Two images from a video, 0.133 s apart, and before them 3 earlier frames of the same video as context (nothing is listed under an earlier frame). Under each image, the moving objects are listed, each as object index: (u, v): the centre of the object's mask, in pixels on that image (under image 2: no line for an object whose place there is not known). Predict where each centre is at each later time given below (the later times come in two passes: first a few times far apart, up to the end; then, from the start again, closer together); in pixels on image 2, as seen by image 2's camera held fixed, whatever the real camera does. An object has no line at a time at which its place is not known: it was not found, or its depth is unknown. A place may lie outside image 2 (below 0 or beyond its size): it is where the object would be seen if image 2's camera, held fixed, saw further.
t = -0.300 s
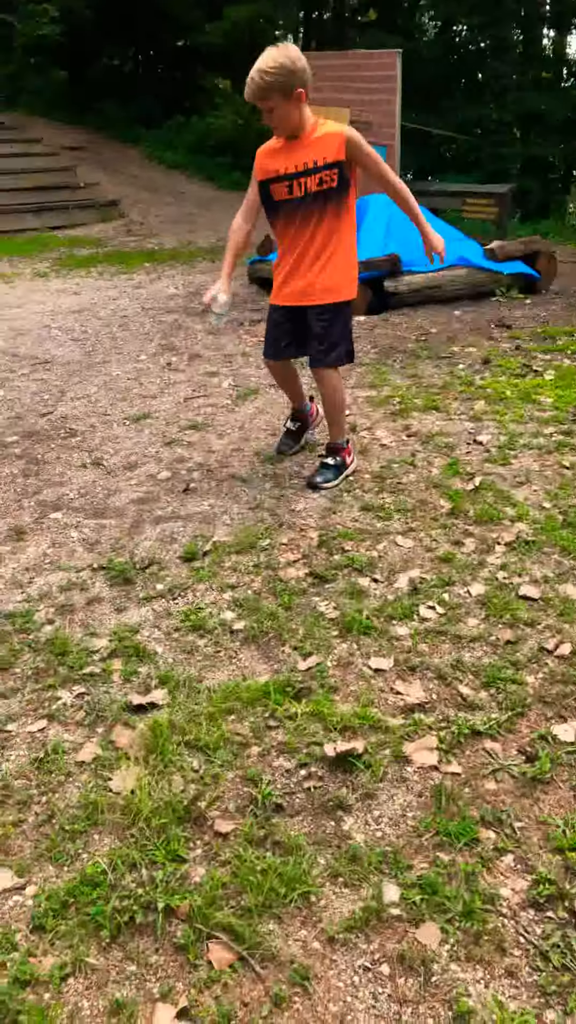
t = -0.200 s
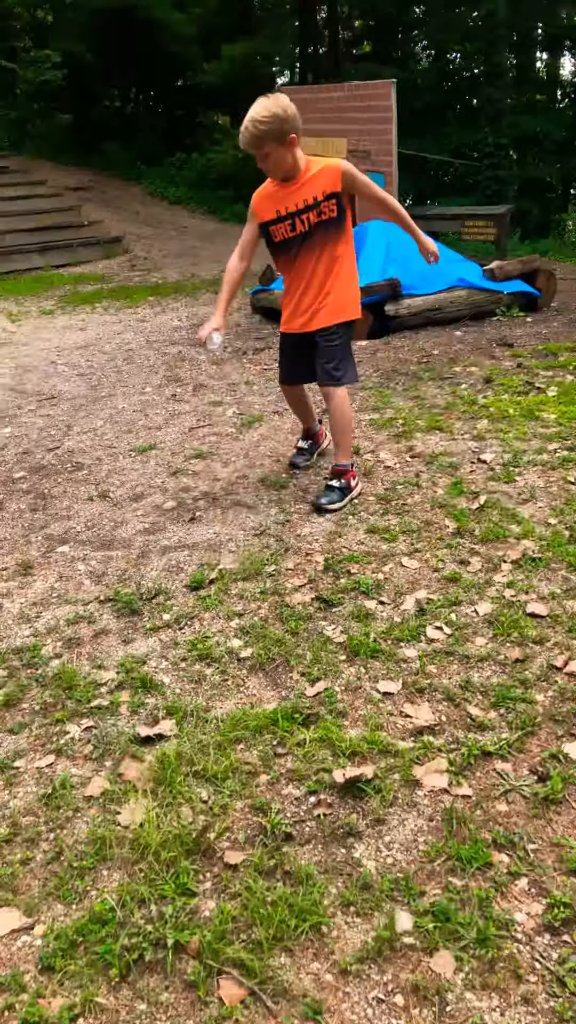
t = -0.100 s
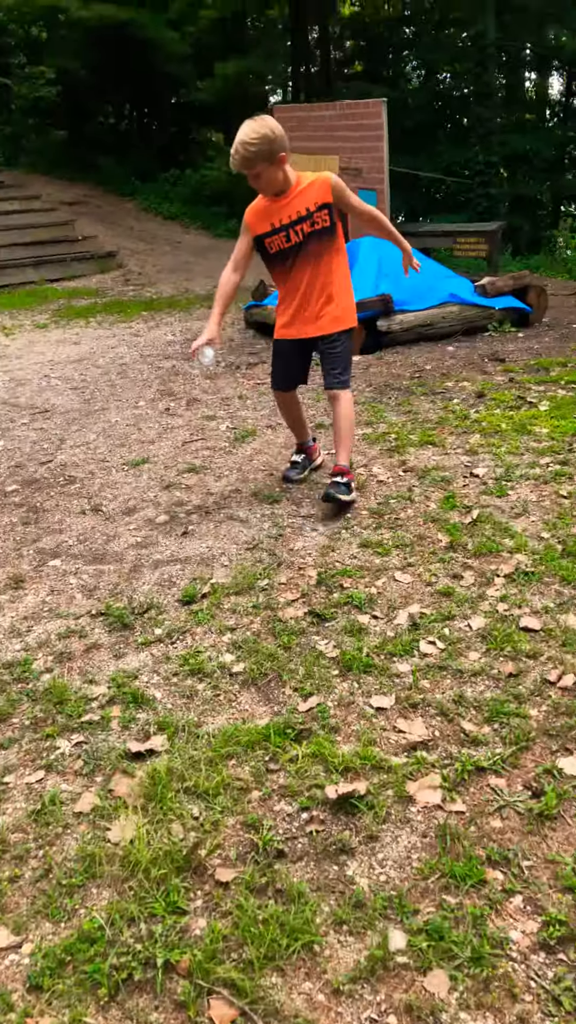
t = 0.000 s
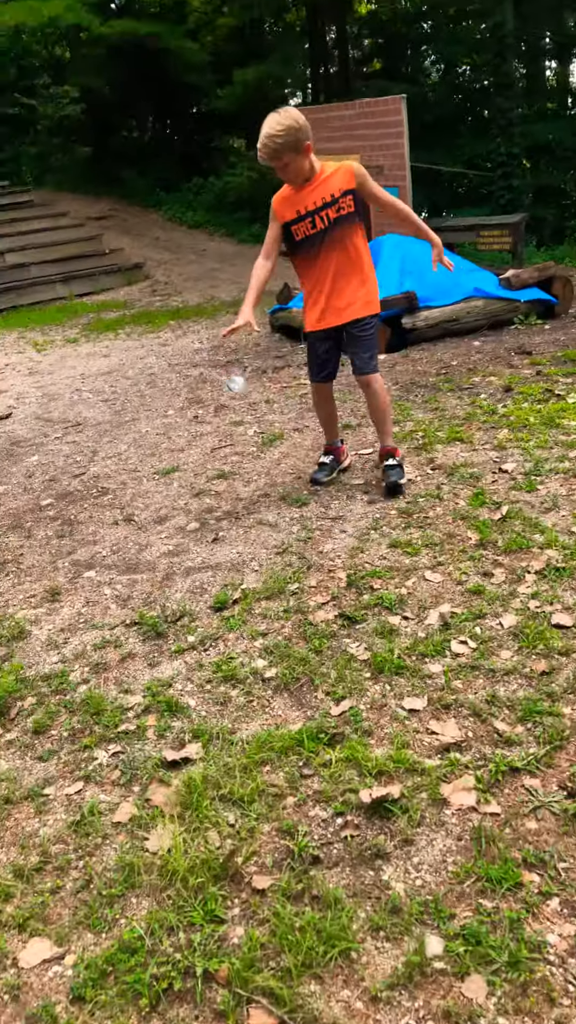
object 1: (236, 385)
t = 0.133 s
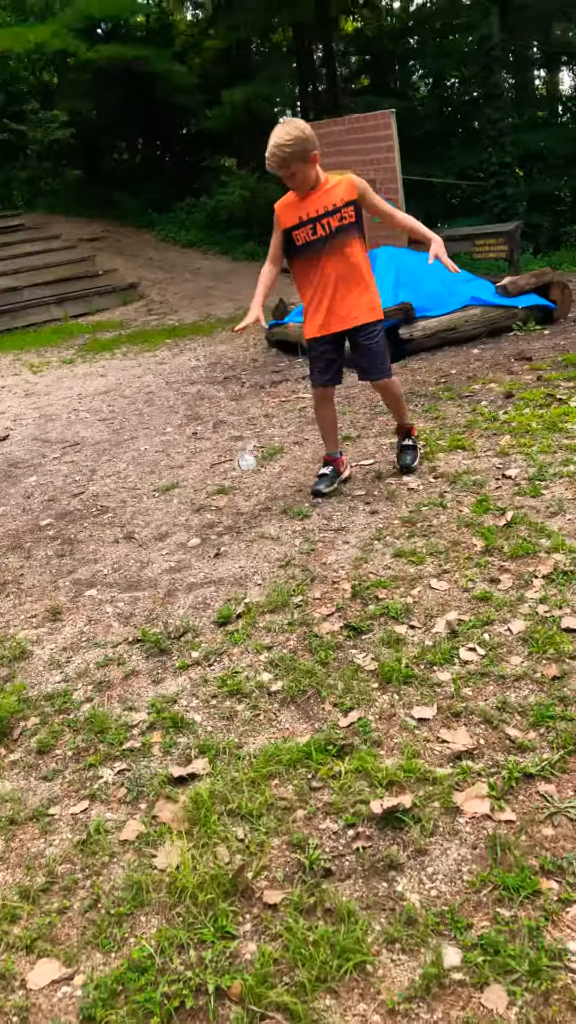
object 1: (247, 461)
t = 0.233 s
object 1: (253, 507)
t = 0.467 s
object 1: (263, 514)
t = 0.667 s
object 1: (261, 516)
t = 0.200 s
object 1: (253, 507)
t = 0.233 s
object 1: (253, 507)
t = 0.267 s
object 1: (254, 503)
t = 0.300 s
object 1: (255, 502)
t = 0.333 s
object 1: (256, 501)
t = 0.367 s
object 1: (259, 502)
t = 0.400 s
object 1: (262, 507)
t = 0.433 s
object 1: (263, 512)
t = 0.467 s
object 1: (263, 514)
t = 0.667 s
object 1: (261, 516)
